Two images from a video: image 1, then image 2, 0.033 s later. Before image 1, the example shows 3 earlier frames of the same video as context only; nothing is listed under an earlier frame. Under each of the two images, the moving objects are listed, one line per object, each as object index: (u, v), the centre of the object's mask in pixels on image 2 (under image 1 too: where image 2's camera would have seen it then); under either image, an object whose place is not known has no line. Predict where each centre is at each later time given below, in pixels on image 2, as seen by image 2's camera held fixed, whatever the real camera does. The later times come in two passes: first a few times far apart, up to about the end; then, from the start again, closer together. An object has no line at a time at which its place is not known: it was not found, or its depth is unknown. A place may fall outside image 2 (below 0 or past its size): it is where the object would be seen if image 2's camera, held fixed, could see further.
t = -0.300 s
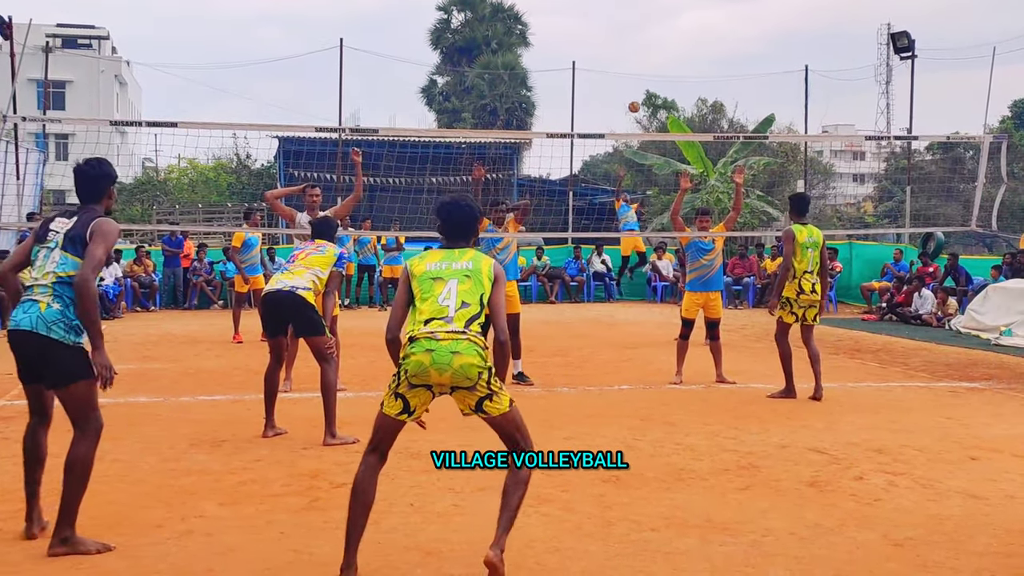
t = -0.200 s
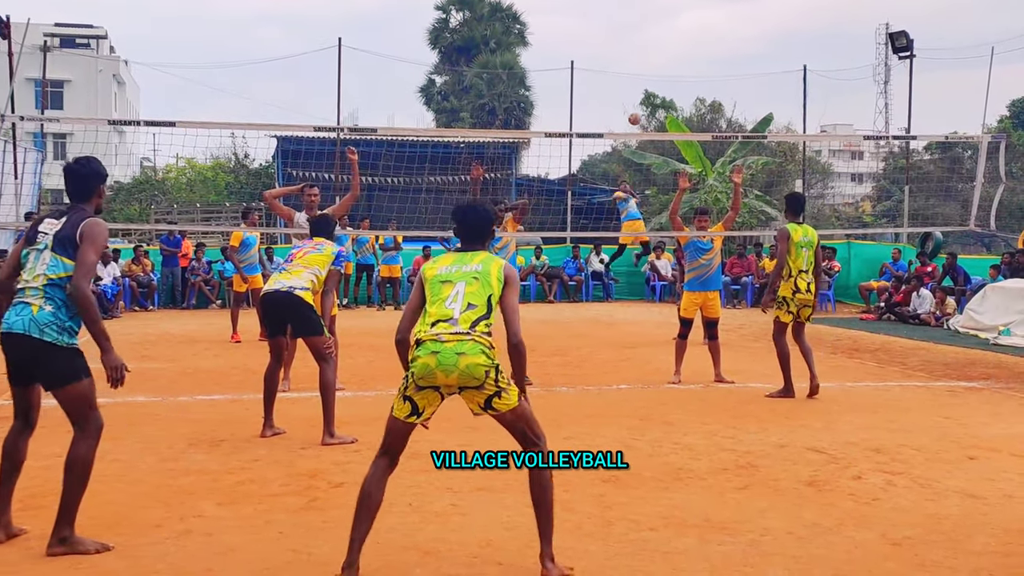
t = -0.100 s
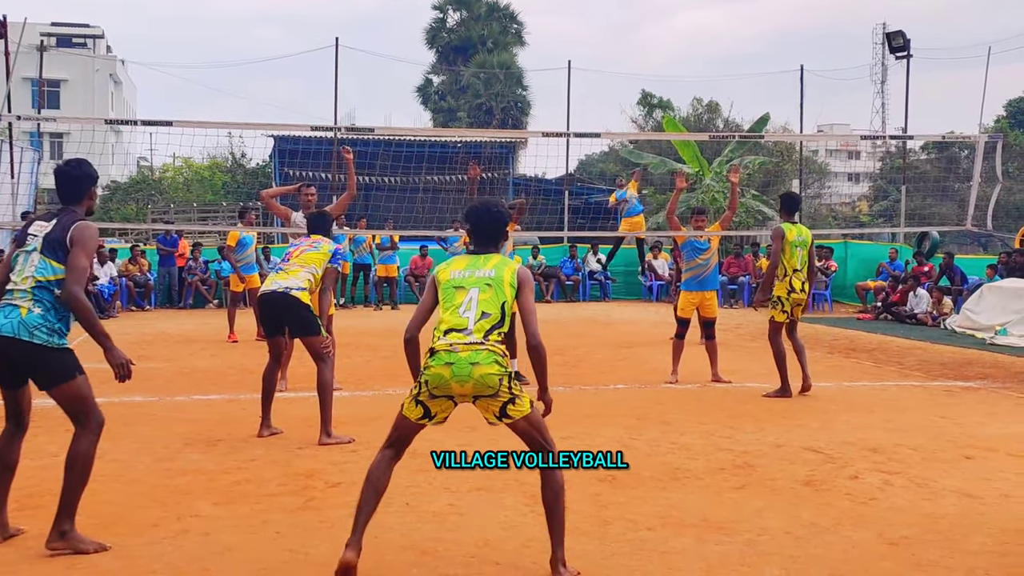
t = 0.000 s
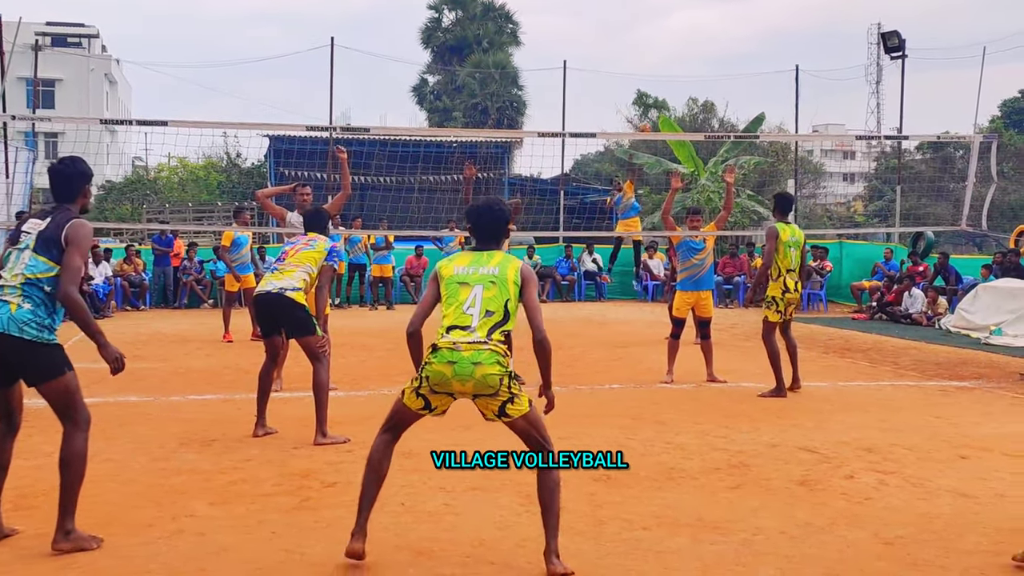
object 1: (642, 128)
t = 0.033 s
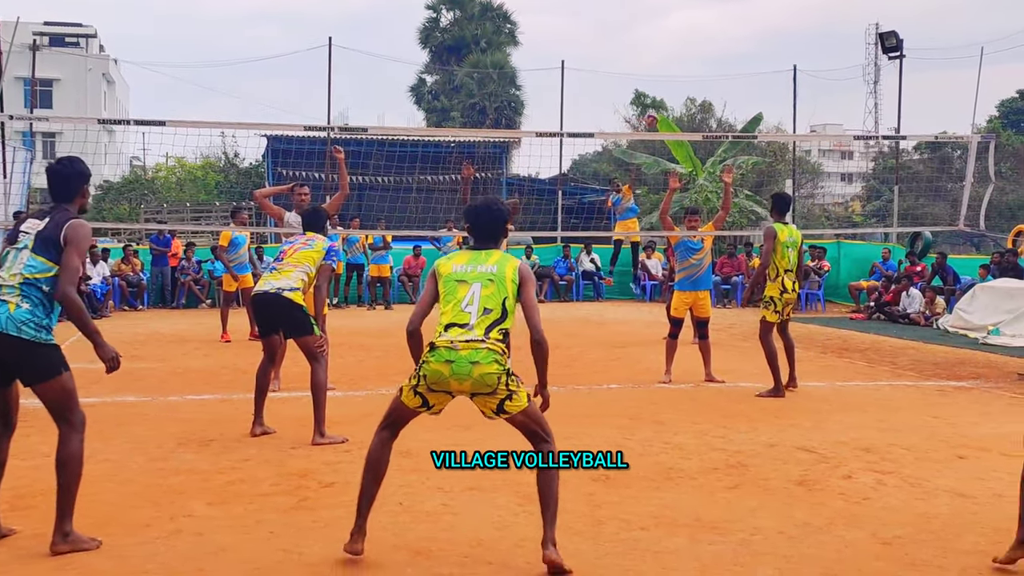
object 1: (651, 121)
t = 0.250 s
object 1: (719, 76)
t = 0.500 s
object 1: (842, 84)
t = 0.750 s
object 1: (1100, 277)
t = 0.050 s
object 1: (655, 115)
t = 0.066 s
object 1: (661, 110)
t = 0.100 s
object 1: (670, 102)
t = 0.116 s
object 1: (675, 99)
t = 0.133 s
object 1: (680, 95)
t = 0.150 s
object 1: (685, 92)
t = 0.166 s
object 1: (690, 89)
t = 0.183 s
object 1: (696, 85)
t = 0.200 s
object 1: (702, 82)
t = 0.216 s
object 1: (707, 80)
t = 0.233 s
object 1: (713, 78)
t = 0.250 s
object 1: (719, 76)
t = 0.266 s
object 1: (725, 74)
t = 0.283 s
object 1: (731, 72)
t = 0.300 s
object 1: (738, 71)
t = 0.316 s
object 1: (745, 70)
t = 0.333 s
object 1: (752, 68)
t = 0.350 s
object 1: (760, 68)
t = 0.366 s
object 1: (767, 68)
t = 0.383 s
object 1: (776, 68)
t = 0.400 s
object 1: (785, 69)
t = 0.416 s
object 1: (793, 70)
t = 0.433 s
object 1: (802, 72)
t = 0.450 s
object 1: (812, 74)
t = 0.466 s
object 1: (821, 77)
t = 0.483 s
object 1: (832, 80)
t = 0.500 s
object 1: (842, 84)
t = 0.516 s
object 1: (854, 89)
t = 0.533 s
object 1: (866, 94)
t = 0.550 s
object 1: (878, 100)
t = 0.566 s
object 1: (892, 107)
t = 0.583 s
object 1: (905, 115)
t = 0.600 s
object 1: (920, 123)
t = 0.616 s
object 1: (936, 133)
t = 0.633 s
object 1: (952, 145)
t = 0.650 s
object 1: (969, 158)
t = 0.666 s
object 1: (987, 172)
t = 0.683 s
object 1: (1007, 189)
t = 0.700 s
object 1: (1027, 207)
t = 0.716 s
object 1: (1050, 229)
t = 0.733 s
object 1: (1074, 251)
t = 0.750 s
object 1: (1100, 277)
